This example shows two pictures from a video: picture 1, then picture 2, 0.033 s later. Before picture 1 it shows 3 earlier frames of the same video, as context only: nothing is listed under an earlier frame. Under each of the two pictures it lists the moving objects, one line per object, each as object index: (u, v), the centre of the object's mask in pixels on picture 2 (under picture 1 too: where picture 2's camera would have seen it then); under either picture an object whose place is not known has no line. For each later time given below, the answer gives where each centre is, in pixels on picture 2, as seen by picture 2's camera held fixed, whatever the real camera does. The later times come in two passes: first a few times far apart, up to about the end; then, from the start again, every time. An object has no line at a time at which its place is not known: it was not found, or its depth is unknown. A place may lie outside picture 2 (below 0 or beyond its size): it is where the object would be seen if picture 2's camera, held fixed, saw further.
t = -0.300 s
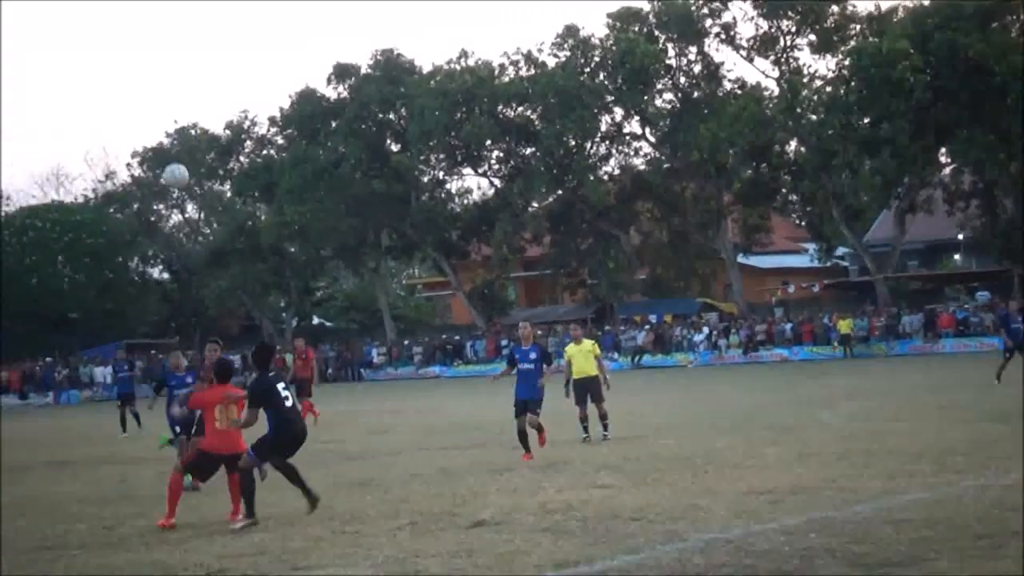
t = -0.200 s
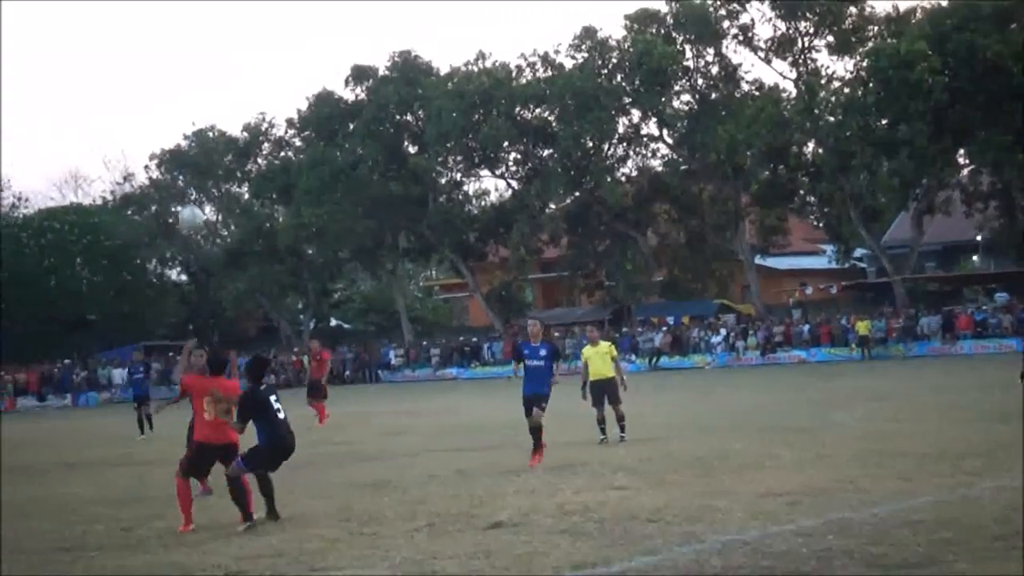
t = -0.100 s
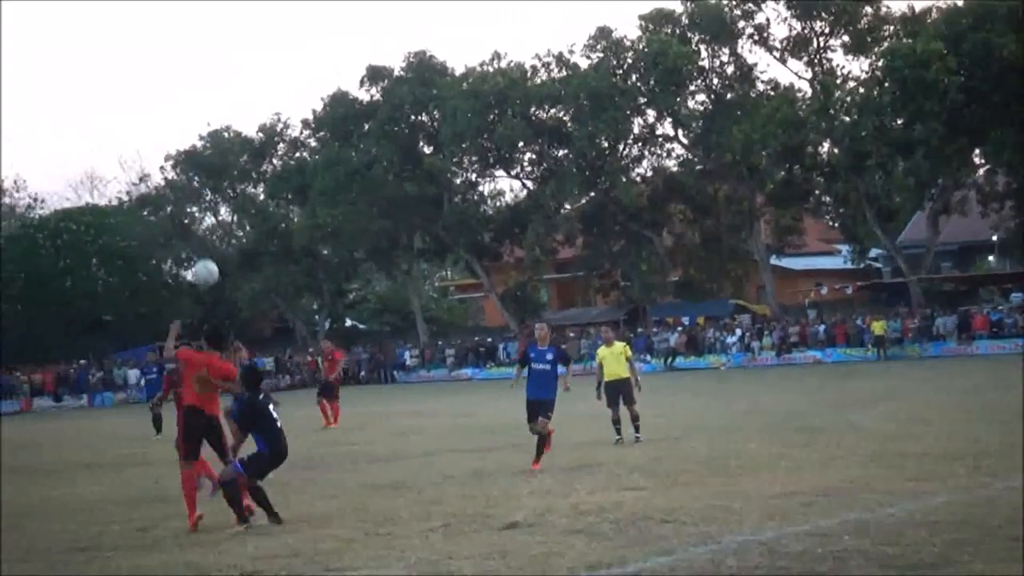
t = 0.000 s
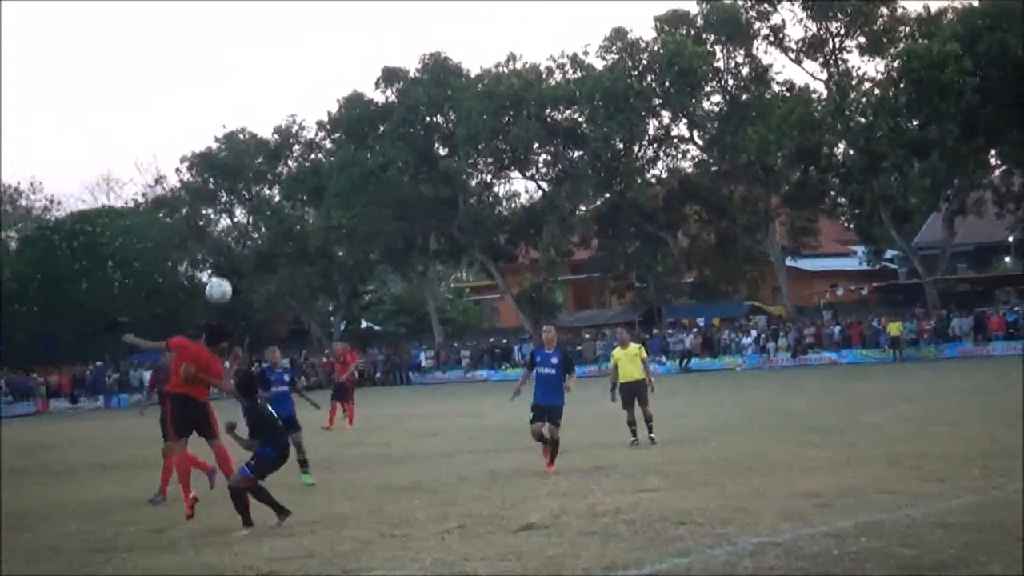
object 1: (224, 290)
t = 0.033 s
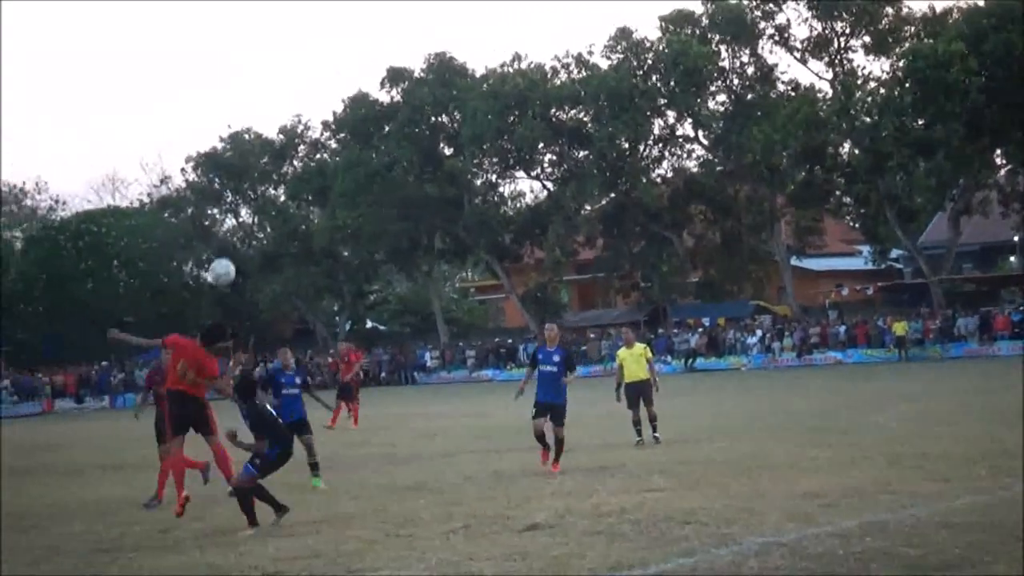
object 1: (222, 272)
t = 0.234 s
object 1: (211, 181)
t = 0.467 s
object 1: (205, 130)
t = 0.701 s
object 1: (202, 144)
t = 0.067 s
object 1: (220, 254)
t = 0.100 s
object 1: (218, 237)
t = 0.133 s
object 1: (217, 221)
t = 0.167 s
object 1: (214, 207)
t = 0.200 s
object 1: (214, 193)
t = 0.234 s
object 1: (211, 181)
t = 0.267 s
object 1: (210, 168)
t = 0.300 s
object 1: (209, 161)
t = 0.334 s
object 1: (207, 152)
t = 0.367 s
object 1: (206, 144)
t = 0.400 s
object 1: (205, 139)
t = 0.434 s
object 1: (205, 134)
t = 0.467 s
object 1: (205, 130)
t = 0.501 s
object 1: (204, 128)
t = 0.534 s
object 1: (203, 128)
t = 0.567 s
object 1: (203, 128)
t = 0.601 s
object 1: (202, 130)
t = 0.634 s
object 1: (202, 134)
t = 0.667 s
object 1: (201, 138)
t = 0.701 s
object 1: (202, 144)
